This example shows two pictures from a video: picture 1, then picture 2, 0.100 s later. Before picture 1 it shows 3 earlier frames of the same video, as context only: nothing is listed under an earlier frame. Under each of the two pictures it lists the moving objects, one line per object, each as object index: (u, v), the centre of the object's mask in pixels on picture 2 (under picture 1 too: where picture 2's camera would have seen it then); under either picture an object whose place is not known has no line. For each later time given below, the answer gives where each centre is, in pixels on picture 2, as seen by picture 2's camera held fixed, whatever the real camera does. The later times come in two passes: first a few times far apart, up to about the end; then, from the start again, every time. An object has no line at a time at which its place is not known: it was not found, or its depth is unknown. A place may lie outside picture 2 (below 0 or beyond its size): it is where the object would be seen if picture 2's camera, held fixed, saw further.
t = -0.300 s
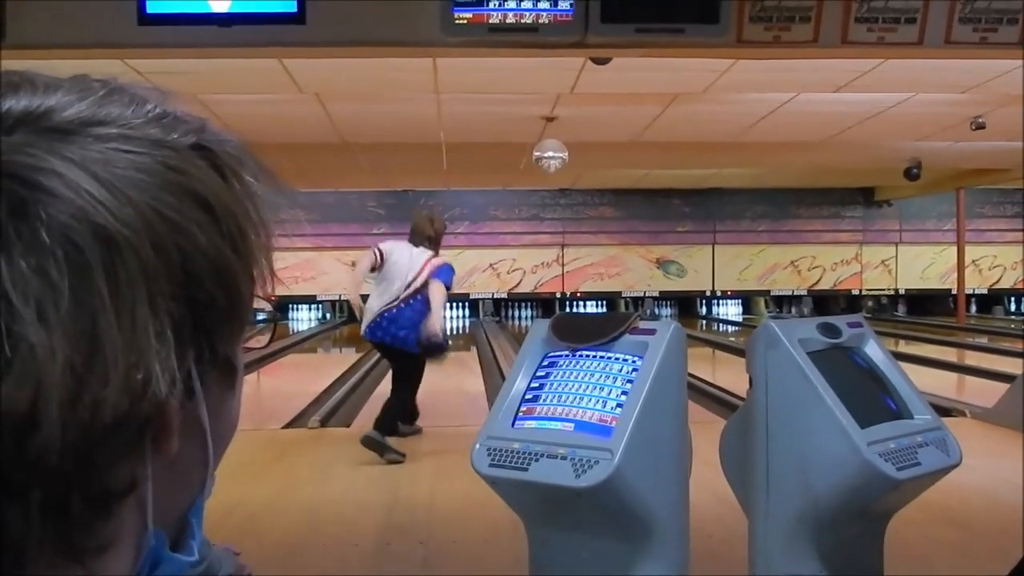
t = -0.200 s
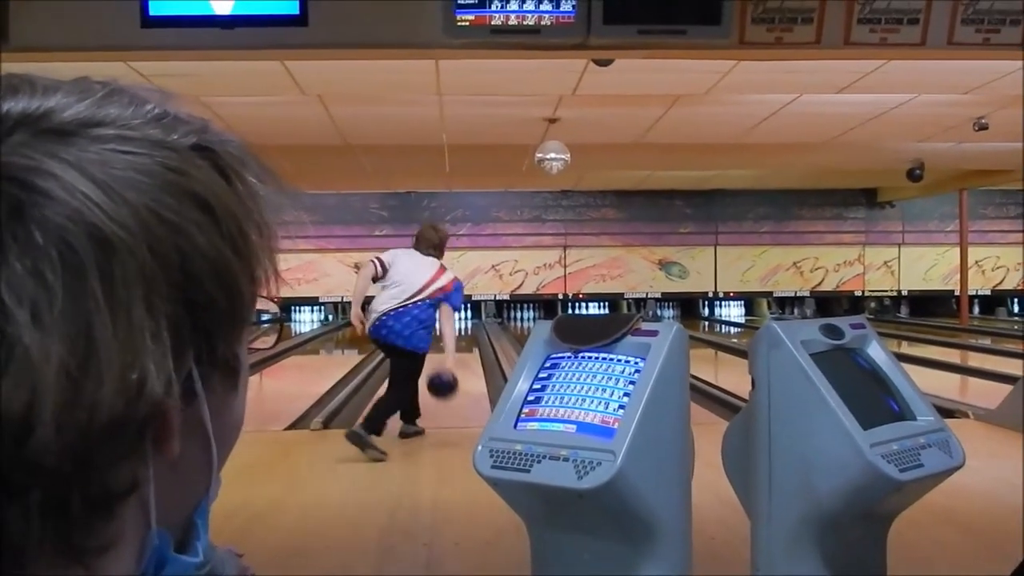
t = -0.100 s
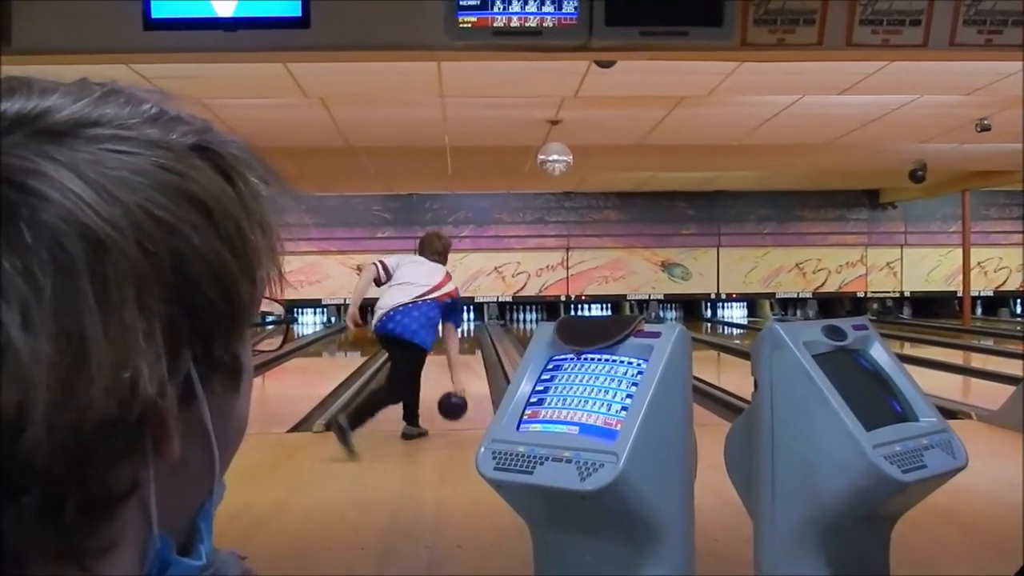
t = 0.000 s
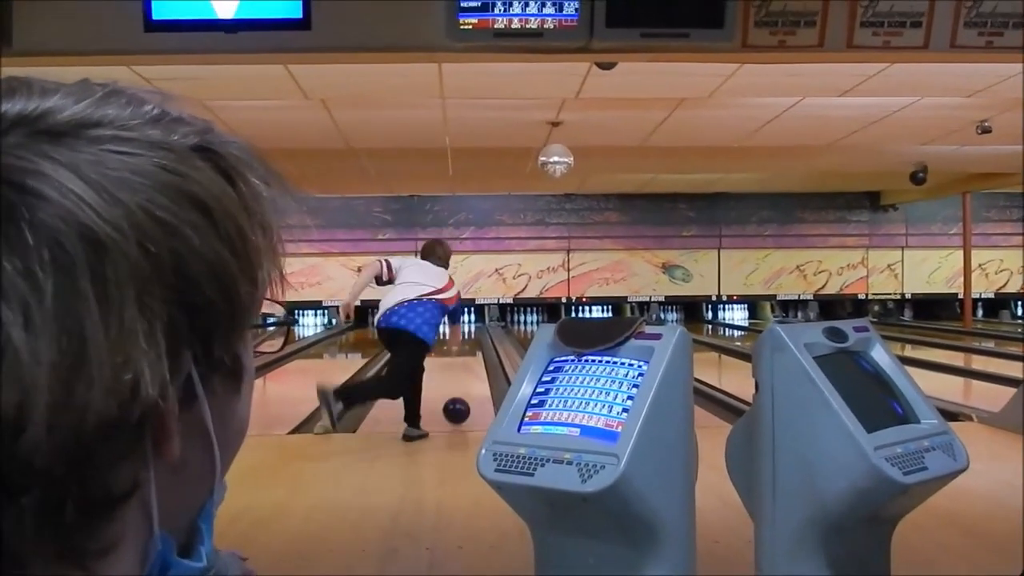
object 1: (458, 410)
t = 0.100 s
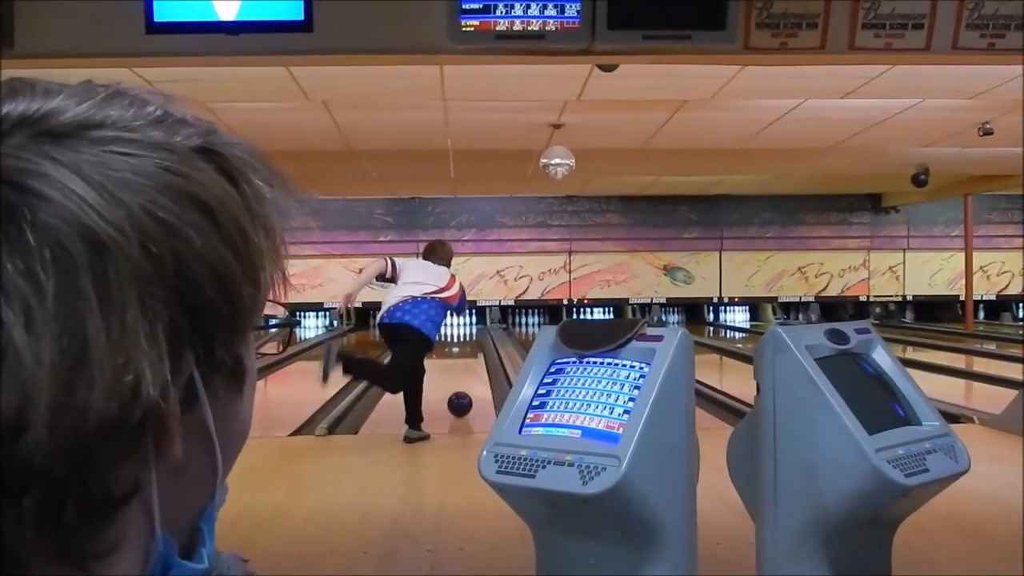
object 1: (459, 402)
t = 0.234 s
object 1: (462, 391)
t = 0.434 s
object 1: (464, 378)
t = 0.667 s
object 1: (466, 367)
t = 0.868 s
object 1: (467, 359)
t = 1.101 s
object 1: (467, 351)
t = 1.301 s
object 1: (468, 345)
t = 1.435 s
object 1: (468, 343)
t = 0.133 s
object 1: (460, 399)
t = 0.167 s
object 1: (461, 396)
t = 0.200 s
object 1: (461, 393)
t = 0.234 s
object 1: (462, 391)
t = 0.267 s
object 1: (462, 388)
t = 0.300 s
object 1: (463, 386)
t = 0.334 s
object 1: (463, 384)
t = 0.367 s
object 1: (464, 382)
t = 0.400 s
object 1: (464, 380)
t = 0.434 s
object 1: (464, 378)
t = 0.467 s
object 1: (465, 376)
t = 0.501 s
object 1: (465, 374)
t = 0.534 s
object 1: (465, 373)
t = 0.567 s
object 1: (466, 371)
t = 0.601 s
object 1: (466, 370)
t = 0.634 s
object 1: (466, 368)
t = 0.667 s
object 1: (466, 367)
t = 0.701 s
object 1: (466, 365)
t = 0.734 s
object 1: (466, 364)
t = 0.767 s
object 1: (467, 363)
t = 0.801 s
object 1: (467, 361)
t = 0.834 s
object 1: (467, 360)
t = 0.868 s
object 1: (467, 359)
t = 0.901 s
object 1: (467, 358)
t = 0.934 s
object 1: (467, 357)
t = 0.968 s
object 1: (467, 355)
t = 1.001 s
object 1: (468, 354)
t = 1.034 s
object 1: (468, 353)
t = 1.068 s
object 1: (467, 352)
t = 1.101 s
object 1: (467, 351)
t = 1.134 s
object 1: (468, 350)
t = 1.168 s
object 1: (468, 350)
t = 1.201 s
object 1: (468, 349)
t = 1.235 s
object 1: (468, 348)
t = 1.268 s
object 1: (468, 347)
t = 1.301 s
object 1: (468, 345)
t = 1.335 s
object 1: (468, 345)
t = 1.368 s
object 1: (468, 344)
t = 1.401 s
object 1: (468, 343)
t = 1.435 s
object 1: (468, 343)
